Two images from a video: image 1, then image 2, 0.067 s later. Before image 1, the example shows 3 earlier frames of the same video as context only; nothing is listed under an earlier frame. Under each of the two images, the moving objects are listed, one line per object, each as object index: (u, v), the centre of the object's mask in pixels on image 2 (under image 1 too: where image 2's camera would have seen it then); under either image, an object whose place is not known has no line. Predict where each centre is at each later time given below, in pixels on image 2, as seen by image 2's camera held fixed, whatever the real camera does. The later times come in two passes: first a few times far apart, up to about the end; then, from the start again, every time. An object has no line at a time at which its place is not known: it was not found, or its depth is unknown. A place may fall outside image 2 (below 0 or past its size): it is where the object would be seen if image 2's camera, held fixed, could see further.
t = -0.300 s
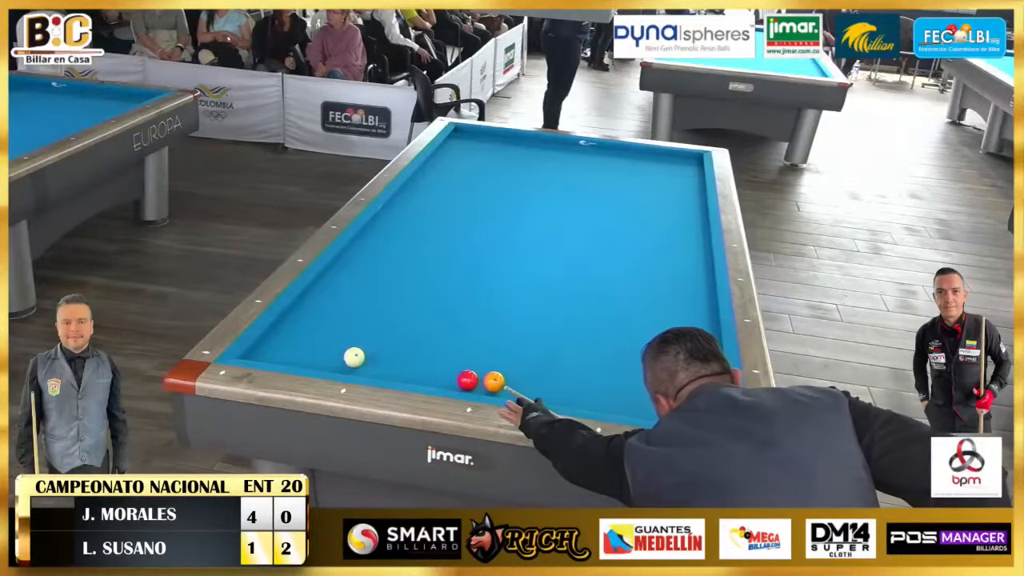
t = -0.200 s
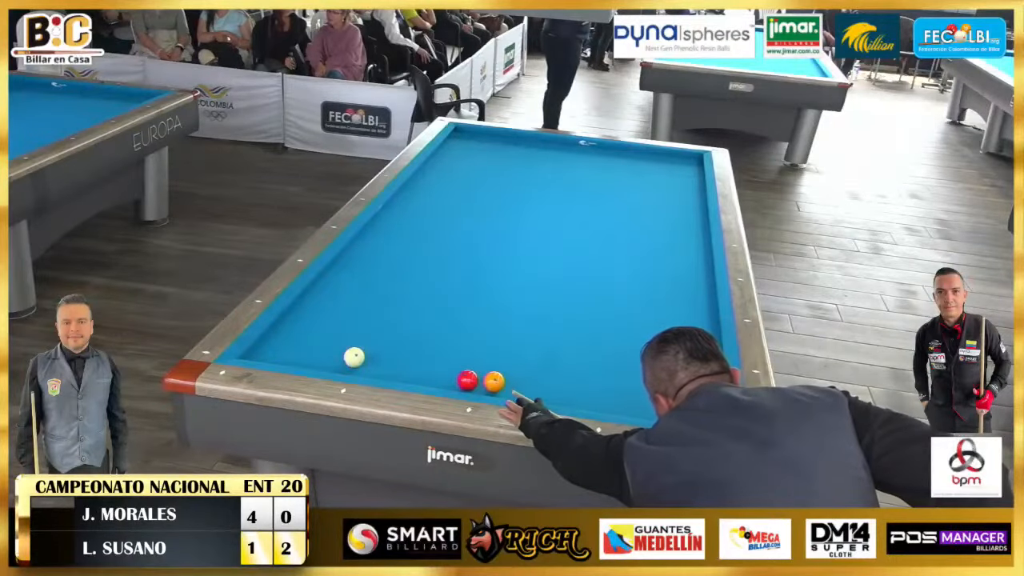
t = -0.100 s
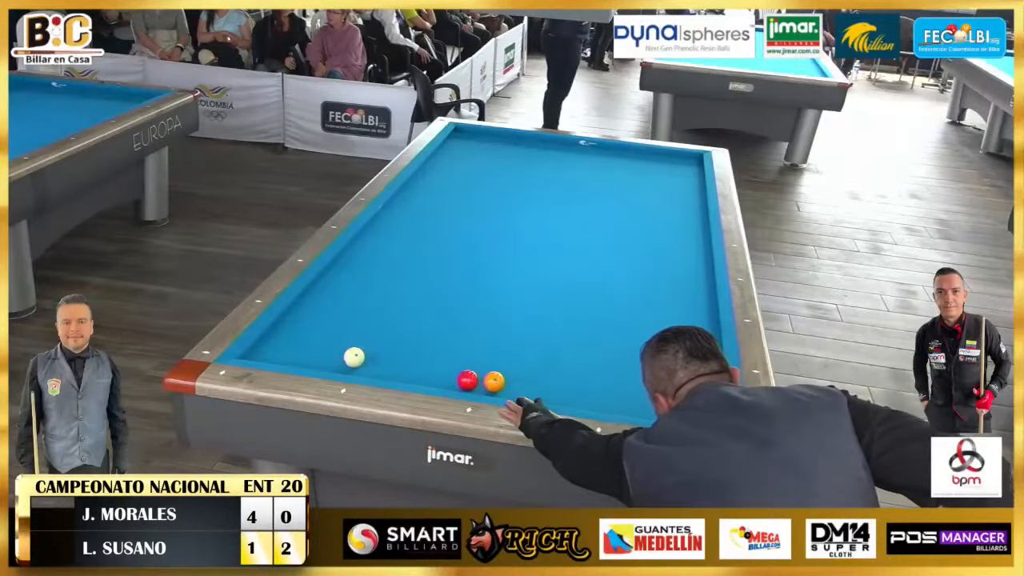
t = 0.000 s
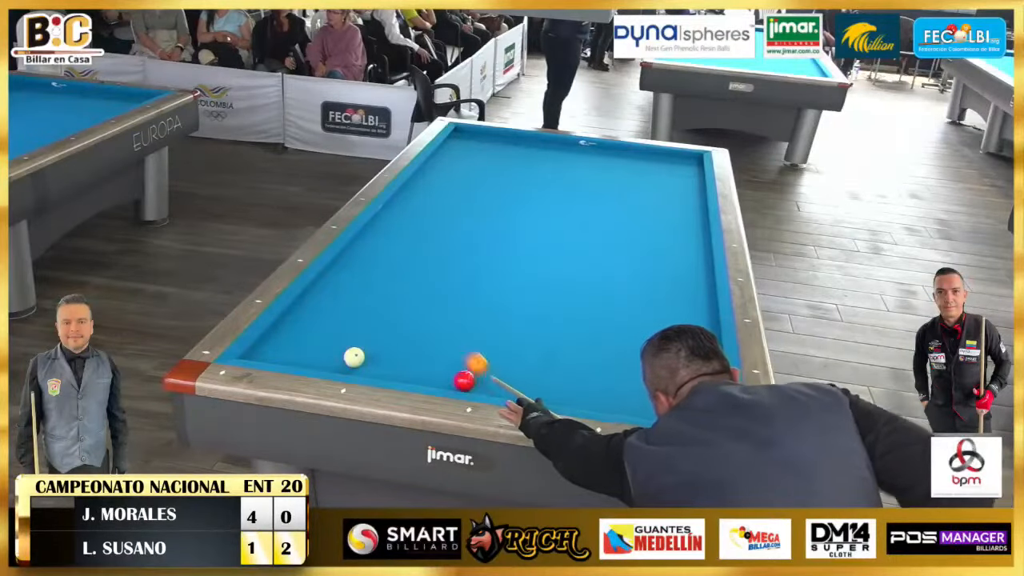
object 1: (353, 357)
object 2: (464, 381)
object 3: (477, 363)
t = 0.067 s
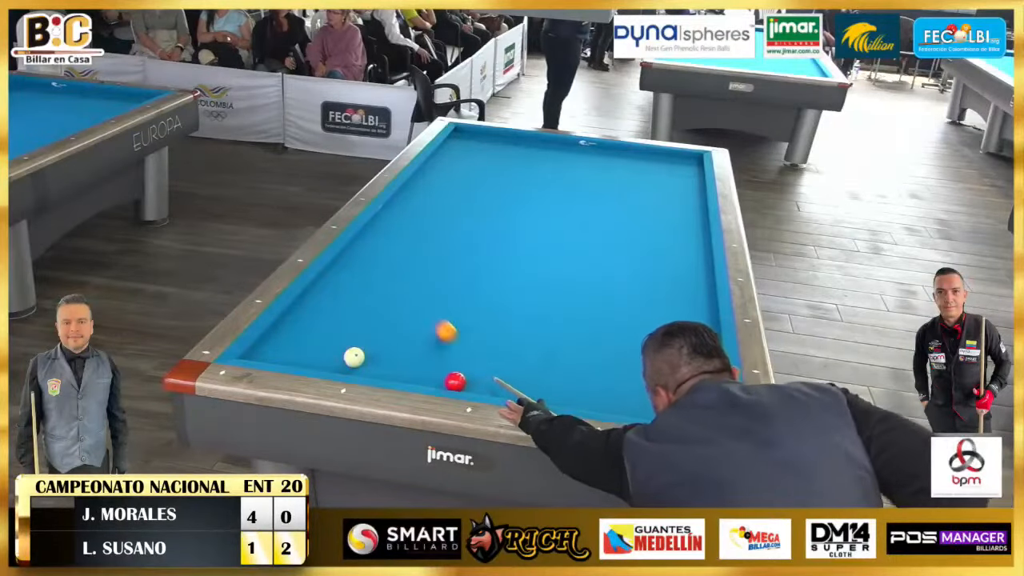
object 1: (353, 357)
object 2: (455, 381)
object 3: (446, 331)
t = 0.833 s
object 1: (354, 357)
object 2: (392, 367)
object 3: (533, 186)
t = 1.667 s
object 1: (332, 355)
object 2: (372, 350)
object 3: (679, 172)
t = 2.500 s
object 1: (309, 353)
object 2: (370, 340)
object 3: (544, 208)
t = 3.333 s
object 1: (298, 351)
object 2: (369, 336)
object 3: (363, 258)
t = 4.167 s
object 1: (297, 350)
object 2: (376, 337)
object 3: (350, 333)
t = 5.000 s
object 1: (293, 349)
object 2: (443, 361)
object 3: (321, 348)
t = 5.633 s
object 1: (281, 346)
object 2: (493, 377)
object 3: (336, 326)
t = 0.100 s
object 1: (353, 357)
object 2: (451, 382)
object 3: (432, 317)
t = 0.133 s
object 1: (353, 357)
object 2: (447, 382)
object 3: (420, 303)
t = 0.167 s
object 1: (353, 357)
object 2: (443, 382)
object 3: (408, 291)
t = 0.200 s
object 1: (353, 357)
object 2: (438, 382)
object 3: (397, 279)
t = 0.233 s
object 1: (353, 357)
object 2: (436, 382)
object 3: (387, 268)
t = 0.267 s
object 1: (353, 357)
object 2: (433, 381)
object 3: (378, 257)
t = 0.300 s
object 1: (353, 357)
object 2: (430, 380)
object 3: (368, 248)
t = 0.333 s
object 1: (353, 357)
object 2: (428, 379)
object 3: (360, 239)
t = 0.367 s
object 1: (353, 357)
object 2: (425, 379)
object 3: (371, 233)
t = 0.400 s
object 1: (354, 357)
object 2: (423, 378)
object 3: (387, 229)
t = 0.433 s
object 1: (353, 357)
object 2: (421, 377)
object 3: (403, 224)
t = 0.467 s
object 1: (353, 357)
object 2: (418, 376)
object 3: (417, 220)
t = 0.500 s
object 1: (354, 357)
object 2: (416, 376)
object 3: (430, 217)
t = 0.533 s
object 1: (354, 357)
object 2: (413, 375)
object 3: (443, 213)
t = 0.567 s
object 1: (354, 357)
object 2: (411, 374)
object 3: (455, 210)
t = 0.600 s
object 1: (354, 357)
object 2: (408, 373)
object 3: (466, 206)
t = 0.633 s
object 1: (354, 357)
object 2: (406, 372)
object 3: (476, 203)
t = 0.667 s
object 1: (354, 357)
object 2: (404, 371)
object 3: (487, 200)
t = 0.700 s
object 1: (354, 357)
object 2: (401, 370)
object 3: (496, 197)
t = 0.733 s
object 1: (354, 357)
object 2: (399, 370)
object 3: (506, 194)
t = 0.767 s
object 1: (354, 357)
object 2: (397, 369)
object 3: (515, 192)
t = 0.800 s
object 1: (354, 357)
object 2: (394, 368)
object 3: (524, 189)
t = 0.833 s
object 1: (354, 357)
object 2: (392, 367)
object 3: (533, 186)
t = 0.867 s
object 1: (353, 357)
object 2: (390, 366)
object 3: (542, 183)
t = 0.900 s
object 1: (353, 357)
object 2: (388, 365)
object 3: (551, 180)
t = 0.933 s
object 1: (354, 357)
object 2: (385, 364)
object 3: (559, 178)
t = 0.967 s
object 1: (353, 357)
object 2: (383, 363)
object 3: (567, 176)
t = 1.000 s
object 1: (353, 357)
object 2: (381, 362)
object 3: (576, 173)
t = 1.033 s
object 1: (353, 357)
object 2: (379, 362)
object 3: (583, 171)
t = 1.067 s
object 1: (353, 357)
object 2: (377, 361)
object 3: (591, 168)
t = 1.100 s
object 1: (353, 357)
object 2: (375, 360)
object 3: (598, 166)
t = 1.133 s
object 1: (352, 357)
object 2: (374, 359)
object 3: (606, 164)
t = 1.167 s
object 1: (351, 357)
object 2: (374, 358)
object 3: (613, 162)
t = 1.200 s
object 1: (350, 357)
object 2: (373, 358)
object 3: (620, 160)
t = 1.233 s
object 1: (348, 356)
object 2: (373, 357)
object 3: (627, 158)
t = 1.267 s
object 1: (347, 356)
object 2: (373, 357)
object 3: (633, 155)
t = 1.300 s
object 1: (345, 356)
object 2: (373, 356)
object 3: (640, 153)
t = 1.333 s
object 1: (344, 356)
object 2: (373, 356)
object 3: (647, 151)
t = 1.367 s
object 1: (343, 356)
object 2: (373, 355)
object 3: (653, 151)
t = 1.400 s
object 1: (342, 356)
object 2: (373, 355)
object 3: (661, 153)
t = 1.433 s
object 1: (340, 356)
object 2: (373, 354)
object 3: (669, 156)
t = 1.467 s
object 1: (339, 356)
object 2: (372, 353)
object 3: (677, 159)
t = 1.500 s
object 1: (338, 356)
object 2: (372, 352)
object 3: (685, 163)
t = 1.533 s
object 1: (337, 356)
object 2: (372, 352)
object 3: (693, 165)
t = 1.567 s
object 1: (335, 355)
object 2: (372, 351)
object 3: (698, 168)
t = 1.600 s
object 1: (334, 355)
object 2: (372, 351)
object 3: (691, 169)
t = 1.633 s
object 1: (333, 355)
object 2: (372, 350)
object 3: (685, 171)
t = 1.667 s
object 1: (332, 355)
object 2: (372, 350)
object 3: (679, 172)
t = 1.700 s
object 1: (331, 355)
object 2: (372, 350)
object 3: (673, 173)
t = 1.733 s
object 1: (330, 355)
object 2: (372, 349)
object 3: (668, 175)
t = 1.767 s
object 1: (329, 354)
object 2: (371, 349)
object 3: (662, 176)
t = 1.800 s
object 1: (328, 354)
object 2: (371, 348)
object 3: (658, 178)
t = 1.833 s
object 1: (327, 354)
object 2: (372, 348)
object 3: (652, 179)
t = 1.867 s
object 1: (326, 354)
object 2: (371, 347)
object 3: (647, 180)
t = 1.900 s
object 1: (325, 354)
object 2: (372, 347)
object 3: (642, 181)
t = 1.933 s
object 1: (324, 354)
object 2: (371, 346)
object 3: (637, 183)
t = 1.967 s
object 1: (323, 354)
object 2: (371, 346)
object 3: (632, 184)
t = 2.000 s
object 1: (322, 354)
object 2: (371, 345)
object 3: (626, 186)
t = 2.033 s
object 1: (321, 353)
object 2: (371, 345)
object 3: (621, 187)
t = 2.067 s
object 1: (320, 353)
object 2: (371, 344)
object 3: (616, 189)
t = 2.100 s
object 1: (319, 353)
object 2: (371, 344)
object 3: (611, 190)
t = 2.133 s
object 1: (318, 353)
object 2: (371, 344)
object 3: (607, 191)
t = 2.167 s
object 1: (318, 353)
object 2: (371, 343)
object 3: (603, 192)
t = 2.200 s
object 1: (317, 353)
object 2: (371, 343)
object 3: (597, 194)
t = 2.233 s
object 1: (316, 353)
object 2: (371, 343)
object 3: (591, 195)
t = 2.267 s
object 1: (315, 353)
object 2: (370, 343)
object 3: (585, 197)
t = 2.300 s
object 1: (314, 353)
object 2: (370, 342)
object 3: (580, 198)
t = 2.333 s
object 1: (313, 353)
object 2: (371, 342)
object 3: (574, 200)
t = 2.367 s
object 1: (312, 353)
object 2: (371, 342)
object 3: (568, 202)
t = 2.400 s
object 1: (312, 353)
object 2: (370, 341)
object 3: (562, 203)
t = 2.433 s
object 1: (311, 353)
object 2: (370, 341)
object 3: (556, 205)
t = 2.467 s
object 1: (310, 353)
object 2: (370, 340)
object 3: (550, 207)
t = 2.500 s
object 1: (309, 353)
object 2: (370, 340)
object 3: (544, 208)
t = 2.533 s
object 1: (309, 353)
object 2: (370, 340)
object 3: (538, 210)
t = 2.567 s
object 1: (308, 353)
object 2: (370, 340)
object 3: (531, 212)
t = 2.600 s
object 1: (307, 353)
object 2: (370, 339)
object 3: (525, 214)
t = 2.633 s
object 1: (306, 353)
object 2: (370, 339)
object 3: (518, 215)
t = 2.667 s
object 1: (306, 353)
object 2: (370, 339)
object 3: (512, 217)
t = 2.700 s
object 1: (305, 353)
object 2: (370, 339)
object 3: (505, 219)
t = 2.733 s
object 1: (305, 353)
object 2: (370, 338)
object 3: (499, 221)
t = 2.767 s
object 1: (304, 352)
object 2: (370, 338)
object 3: (492, 222)
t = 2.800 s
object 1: (303, 352)
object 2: (370, 338)
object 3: (485, 225)
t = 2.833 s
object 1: (303, 352)
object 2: (370, 338)
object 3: (478, 227)
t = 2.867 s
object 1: (302, 352)
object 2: (370, 337)
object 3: (471, 228)
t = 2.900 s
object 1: (302, 352)
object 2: (370, 337)
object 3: (464, 231)
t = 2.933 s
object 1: (301, 352)
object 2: (370, 337)
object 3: (456, 232)
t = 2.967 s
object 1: (301, 352)
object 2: (370, 337)
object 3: (449, 234)
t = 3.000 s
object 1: (300, 352)
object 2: (370, 337)
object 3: (442, 236)
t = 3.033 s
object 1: (300, 352)
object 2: (370, 337)
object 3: (435, 238)
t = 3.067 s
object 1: (300, 352)
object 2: (370, 336)
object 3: (427, 241)
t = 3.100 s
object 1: (299, 352)
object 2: (370, 336)
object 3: (419, 242)
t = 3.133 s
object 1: (299, 351)
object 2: (370, 336)
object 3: (411, 245)
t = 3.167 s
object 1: (299, 351)
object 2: (370, 336)
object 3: (403, 247)
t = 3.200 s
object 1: (299, 351)
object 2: (370, 336)
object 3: (396, 249)
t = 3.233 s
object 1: (298, 351)
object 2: (370, 336)
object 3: (387, 251)
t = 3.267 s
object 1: (298, 351)
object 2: (370, 336)
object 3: (379, 253)
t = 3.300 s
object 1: (298, 351)
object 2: (369, 336)
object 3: (371, 256)
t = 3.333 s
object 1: (298, 351)
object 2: (369, 336)
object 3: (363, 258)
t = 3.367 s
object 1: (297, 351)
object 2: (369, 335)
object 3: (354, 260)
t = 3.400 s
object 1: (297, 351)
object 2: (369, 335)
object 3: (345, 263)
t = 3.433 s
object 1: (297, 351)
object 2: (369, 335)
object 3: (336, 265)
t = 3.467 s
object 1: (297, 351)
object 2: (369, 335)
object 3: (333, 268)
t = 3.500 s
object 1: (297, 351)
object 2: (370, 335)
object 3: (336, 271)
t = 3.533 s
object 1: (297, 350)
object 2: (370, 335)
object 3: (338, 274)
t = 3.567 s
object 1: (297, 350)
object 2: (369, 335)
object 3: (340, 277)
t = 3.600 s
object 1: (297, 350)
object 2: (370, 335)
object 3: (341, 280)
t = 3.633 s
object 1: (297, 350)
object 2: (370, 335)
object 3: (342, 283)
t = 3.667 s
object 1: (297, 350)
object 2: (370, 335)
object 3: (343, 286)
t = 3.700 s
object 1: (297, 350)
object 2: (370, 335)
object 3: (343, 289)
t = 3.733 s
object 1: (297, 350)
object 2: (370, 335)
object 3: (344, 292)
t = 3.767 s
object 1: (297, 350)
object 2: (370, 335)
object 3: (345, 295)
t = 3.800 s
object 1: (297, 350)
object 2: (370, 335)
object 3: (346, 298)
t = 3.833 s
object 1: (297, 350)
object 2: (370, 335)
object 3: (347, 302)
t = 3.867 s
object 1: (297, 350)
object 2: (370, 335)
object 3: (348, 305)
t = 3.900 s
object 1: (297, 350)
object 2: (370, 335)
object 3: (348, 308)
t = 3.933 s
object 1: (297, 350)
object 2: (370, 335)
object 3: (349, 311)
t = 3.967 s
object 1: (297, 350)
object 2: (370, 335)
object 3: (350, 315)
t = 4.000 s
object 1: (297, 350)
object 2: (370, 335)
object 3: (351, 318)
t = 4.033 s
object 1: (297, 350)
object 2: (370, 335)
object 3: (352, 321)
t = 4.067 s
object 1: (297, 350)
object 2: (370, 335)
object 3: (353, 324)
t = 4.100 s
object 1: (297, 350)
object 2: (370, 335)
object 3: (353, 328)
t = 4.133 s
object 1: (297, 350)
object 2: (372, 336)
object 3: (352, 331)
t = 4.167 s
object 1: (297, 350)
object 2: (376, 337)
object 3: (350, 333)
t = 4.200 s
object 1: (297, 350)
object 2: (379, 338)
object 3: (347, 336)
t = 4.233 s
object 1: (297, 350)
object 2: (381, 339)
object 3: (345, 338)
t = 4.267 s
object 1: (297, 350)
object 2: (384, 340)
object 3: (343, 340)
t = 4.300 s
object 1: (297, 350)
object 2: (387, 341)
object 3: (340, 343)
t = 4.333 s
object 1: (297, 350)
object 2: (390, 342)
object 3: (338, 346)
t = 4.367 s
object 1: (297, 350)
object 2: (392, 343)
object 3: (335, 348)
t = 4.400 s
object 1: (297, 350)
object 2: (395, 344)
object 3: (333, 351)
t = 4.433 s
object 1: (297, 350)
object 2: (398, 345)
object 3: (330, 353)
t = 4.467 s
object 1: (297, 350)
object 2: (400, 346)
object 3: (328, 356)
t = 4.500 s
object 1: (297, 350)
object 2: (403, 347)
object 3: (325, 359)
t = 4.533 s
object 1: (297, 350)
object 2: (406, 348)
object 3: (323, 361)
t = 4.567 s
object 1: (297, 350)
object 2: (408, 349)
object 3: (320, 363)
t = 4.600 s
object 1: (297, 350)
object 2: (411, 349)
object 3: (318, 364)
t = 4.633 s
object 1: (297, 350)
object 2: (414, 350)
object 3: (317, 364)
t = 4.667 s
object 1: (297, 350)
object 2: (416, 351)
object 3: (317, 362)
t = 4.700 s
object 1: (297, 350)
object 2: (419, 352)
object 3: (317, 361)
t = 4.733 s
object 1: (297, 350)
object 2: (422, 353)
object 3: (317, 360)
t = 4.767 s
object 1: (297, 350)
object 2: (424, 354)
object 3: (317, 359)
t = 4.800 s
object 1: (297, 350)
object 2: (427, 355)
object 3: (317, 357)
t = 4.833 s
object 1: (296, 350)
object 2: (430, 356)
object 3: (316, 355)
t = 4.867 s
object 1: (296, 350)
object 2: (433, 357)
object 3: (317, 354)
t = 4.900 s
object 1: (295, 350)
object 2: (435, 358)
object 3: (318, 352)
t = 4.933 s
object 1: (295, 350)
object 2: (438, 359)
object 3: (319, 351)
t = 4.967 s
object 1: (294, 349)
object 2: (440, 360)
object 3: (320, 349)
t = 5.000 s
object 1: (293, 349)
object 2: (443, 361)
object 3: (321, 348)
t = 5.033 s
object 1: (293, 349)
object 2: (446, 361)
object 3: (322, 347)
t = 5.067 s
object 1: (292, 349)
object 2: (448, 362)
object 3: (323, 346)
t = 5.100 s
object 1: (291, 349)
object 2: (451, 363)
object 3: (324, 344)
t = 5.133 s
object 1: (291, 348)
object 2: (454, 364)
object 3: (324, 343)
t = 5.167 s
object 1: (290, 348)
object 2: (456, 365)
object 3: (325, 341)
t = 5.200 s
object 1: (289, 348)
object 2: (459, 366)
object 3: (326, 340)
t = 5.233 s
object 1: (288, 348)
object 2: (462, 367)
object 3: (327, 339)
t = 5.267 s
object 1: (288, 348)
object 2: (464, 368)
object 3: (328, 338)
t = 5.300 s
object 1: (287, 347)
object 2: (467, 368)
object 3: (328, 337)
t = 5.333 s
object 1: (287, 347)
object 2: (470, 369)
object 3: (329, 335)
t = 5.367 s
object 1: (286, 347)
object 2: (472, 370)
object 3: (330, 334)
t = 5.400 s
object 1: (286, 347)
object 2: (475, 371)
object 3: (331, 333)
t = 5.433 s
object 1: (285, 347)
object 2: (477, 372)
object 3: (332, 332)
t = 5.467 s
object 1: (284, 347)
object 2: (480, 373)
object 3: (332, 331)
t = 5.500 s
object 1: (284, 346)
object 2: (483, 374)
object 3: (333, 330)
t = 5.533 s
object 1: (283, 346)
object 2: (485, 375)
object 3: (334, 329)
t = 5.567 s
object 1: (283, 346)
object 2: (488, 375)
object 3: (335, 328)
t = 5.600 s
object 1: (282, 346)
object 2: (490, 376)
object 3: (335, 327)
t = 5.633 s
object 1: (281, 346)
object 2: (493, 377)
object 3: (336, 326)
